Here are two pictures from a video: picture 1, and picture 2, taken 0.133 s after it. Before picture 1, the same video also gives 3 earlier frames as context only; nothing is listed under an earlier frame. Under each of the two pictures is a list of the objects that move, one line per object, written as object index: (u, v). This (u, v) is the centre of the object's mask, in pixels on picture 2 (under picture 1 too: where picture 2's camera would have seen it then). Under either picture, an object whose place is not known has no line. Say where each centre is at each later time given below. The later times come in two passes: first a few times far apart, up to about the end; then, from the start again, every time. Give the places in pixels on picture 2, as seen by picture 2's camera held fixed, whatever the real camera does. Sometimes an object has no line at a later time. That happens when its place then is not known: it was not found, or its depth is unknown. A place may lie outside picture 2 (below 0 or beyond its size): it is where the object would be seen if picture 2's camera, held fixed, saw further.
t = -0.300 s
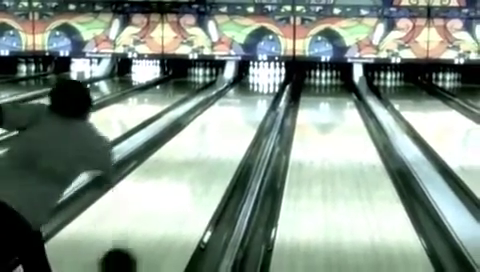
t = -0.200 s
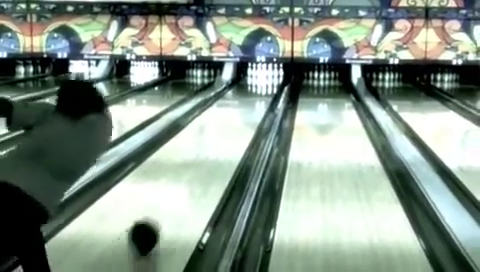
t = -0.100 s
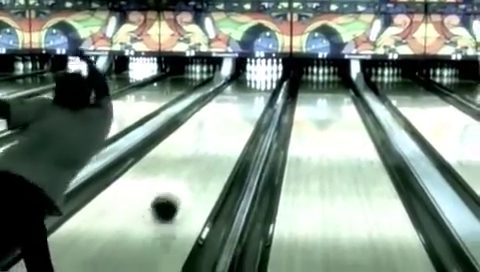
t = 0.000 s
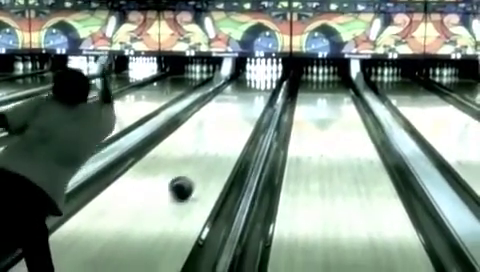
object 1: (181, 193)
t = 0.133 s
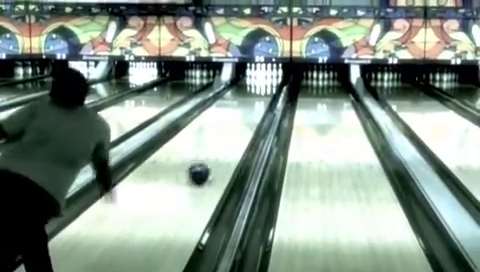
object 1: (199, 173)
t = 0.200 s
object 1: (205, 165)
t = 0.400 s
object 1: (222, 144)
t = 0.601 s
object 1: (234, 129)
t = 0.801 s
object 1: (244, 117)
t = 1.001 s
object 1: (251, 109)
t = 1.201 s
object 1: (255, 101)
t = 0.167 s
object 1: (202, 169)
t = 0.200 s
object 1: (205, 165)
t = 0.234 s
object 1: (209, 161)
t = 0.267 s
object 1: (211, 157)
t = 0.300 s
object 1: (214, 154)
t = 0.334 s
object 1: (217, 150)
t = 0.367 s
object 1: (220, 147)
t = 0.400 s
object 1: (222, 144)
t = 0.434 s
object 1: (225, 142)
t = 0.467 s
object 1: (227, 139)
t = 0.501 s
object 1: (229, 136)
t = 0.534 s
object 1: (231, 134)
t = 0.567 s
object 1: (233, 132)
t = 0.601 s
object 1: (234, 129)
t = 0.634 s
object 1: (237, 127)
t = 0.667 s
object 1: (238, 125)
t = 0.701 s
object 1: (239, 123)
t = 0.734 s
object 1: (241, 121)
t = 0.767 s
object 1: (243, 119)
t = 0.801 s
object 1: (244, 117)
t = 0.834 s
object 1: (245, 115)
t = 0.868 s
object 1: (246, 114)
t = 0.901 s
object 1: (247, 113)
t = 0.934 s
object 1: (248, 112)
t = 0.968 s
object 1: (249, 111)
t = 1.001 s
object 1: (251, 109)
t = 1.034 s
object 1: (252, 106)
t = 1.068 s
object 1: (253, 106)
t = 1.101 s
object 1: (254, 104)
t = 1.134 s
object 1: (254, 103)
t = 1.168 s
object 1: (255, 102)
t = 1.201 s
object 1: (255, 101)
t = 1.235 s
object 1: (257, 100)
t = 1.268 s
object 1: (258, 99)
